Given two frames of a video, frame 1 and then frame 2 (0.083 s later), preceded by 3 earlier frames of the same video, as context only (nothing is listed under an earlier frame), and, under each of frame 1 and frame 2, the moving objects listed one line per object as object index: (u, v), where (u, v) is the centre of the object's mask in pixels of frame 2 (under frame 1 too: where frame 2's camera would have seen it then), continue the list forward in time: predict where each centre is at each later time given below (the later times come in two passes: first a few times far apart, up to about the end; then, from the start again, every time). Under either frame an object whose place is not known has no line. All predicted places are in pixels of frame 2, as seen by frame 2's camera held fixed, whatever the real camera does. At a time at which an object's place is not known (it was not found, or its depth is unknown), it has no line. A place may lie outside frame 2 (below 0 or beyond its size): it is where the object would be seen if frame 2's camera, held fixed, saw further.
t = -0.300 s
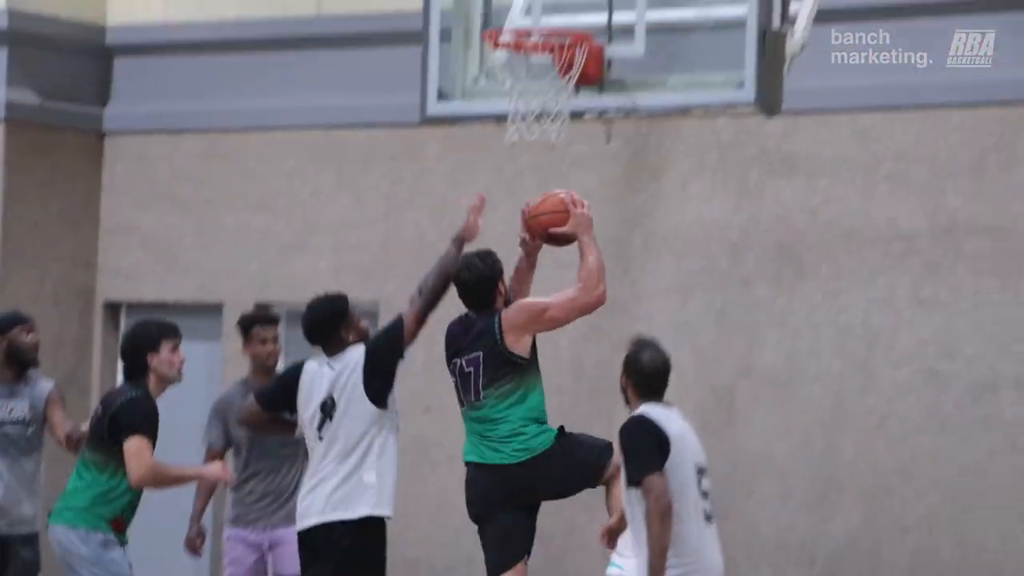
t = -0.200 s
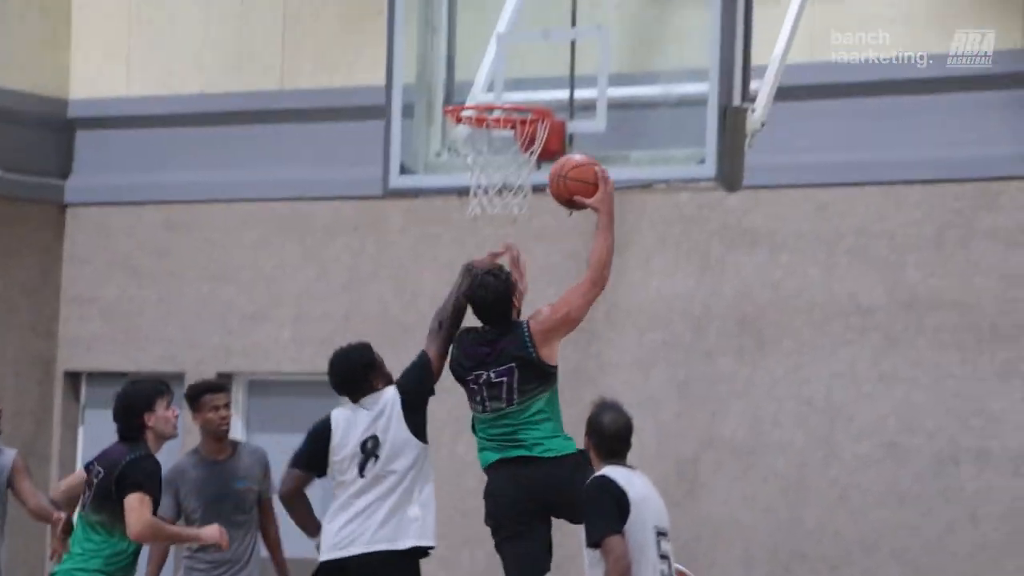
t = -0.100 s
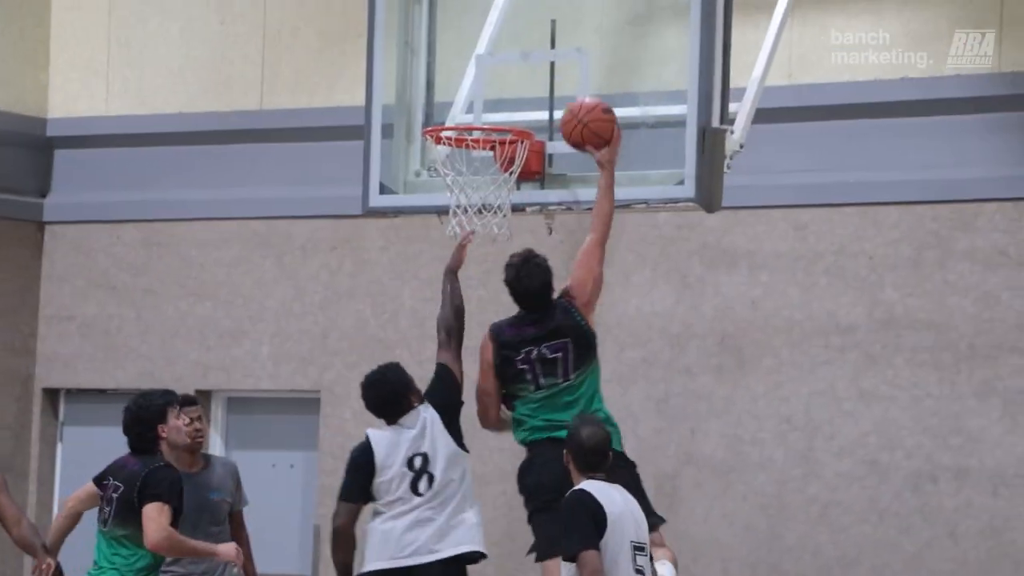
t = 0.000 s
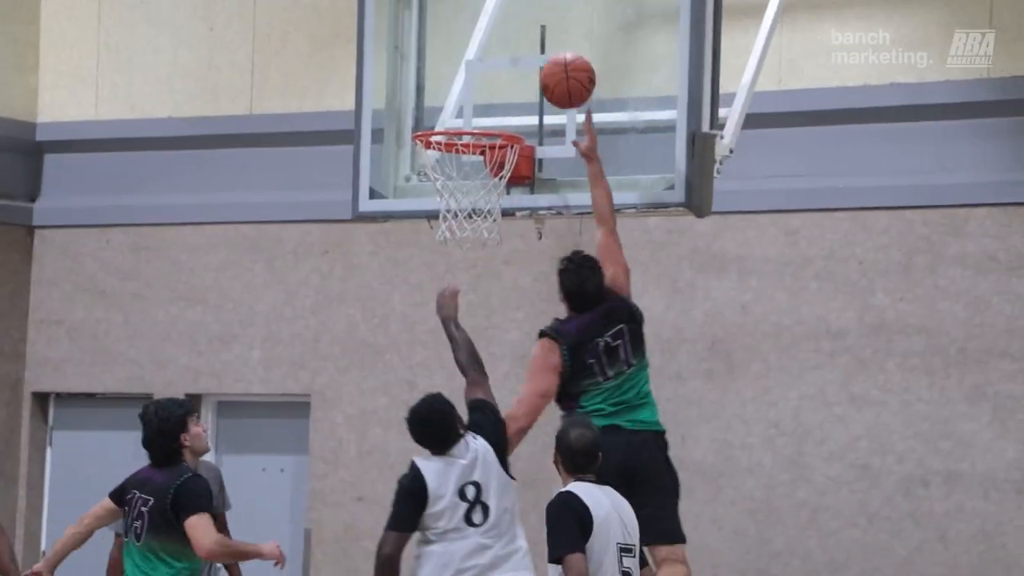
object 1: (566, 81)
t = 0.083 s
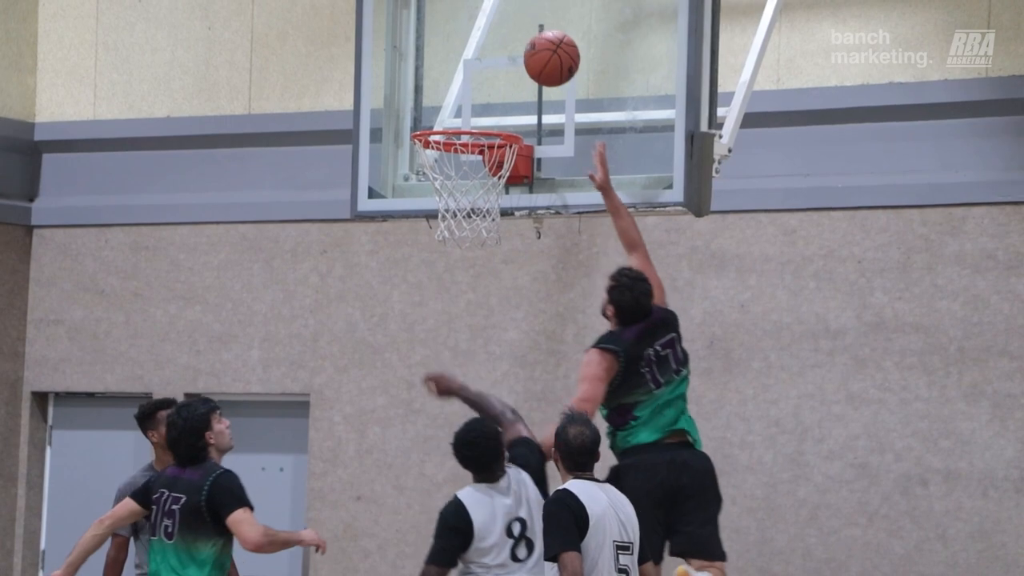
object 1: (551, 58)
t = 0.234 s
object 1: (525, 59)
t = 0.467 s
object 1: (483, 114)
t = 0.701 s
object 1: (467, 184)
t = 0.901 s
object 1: (472, 298)
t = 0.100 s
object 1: (549, 56)
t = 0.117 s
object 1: (546, 54)
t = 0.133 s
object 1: (543, 53)
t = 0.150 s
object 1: (540, 53)
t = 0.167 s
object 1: (537, 53)
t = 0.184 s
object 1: (534, 53)
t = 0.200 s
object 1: (531, 55)
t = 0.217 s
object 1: (528, 57)
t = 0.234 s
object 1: (525, 59)
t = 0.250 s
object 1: (522, 63)
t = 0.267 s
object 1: (519, 66)
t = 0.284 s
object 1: (516, 71)
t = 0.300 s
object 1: (512, 76)
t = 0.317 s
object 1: (509, 82)
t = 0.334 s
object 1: (506, 88)
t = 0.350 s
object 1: (503, 94)
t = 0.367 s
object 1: (500, 102)
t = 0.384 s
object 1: (497, 109)
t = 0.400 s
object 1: (495, 110)
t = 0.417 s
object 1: (492, 111)
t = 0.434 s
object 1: (489, 111)
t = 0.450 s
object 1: (487, 112)
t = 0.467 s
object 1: (483, 114)
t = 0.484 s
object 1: (479, 120)
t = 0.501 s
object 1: (476, 125)
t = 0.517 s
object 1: (473, 127)
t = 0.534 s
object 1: (471, 135)
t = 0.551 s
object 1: (469, 141)
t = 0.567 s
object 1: (465, 148)
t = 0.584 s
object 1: (465, 152)
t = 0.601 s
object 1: (464, 156)
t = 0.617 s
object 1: (464, 158)
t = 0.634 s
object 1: (463, 160)
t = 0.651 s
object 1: (465, 165)
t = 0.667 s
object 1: (467, 170)
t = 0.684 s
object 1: (466, 176)
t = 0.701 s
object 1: (467, 184)
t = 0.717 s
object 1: (468, 190)
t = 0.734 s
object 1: (468, 198)
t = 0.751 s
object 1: (468, 206)
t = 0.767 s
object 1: (469, 215)
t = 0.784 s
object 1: (470, 223)
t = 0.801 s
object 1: (468, 238)
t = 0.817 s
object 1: (469, 243)
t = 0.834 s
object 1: (470, 251)
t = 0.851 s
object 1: (471, 262)
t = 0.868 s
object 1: (471, 273)
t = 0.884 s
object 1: (472, 285)
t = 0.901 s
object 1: (472, 298)
